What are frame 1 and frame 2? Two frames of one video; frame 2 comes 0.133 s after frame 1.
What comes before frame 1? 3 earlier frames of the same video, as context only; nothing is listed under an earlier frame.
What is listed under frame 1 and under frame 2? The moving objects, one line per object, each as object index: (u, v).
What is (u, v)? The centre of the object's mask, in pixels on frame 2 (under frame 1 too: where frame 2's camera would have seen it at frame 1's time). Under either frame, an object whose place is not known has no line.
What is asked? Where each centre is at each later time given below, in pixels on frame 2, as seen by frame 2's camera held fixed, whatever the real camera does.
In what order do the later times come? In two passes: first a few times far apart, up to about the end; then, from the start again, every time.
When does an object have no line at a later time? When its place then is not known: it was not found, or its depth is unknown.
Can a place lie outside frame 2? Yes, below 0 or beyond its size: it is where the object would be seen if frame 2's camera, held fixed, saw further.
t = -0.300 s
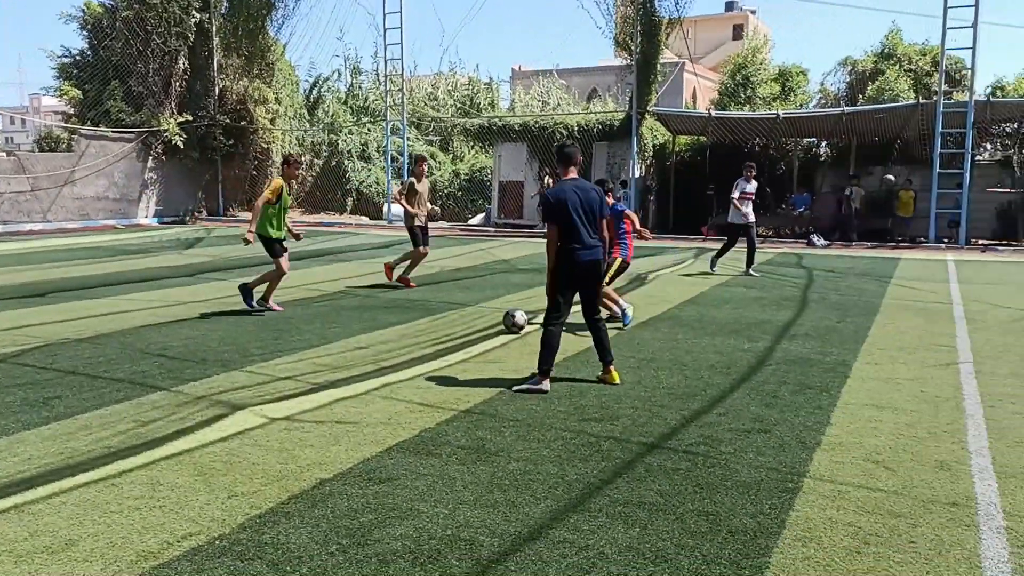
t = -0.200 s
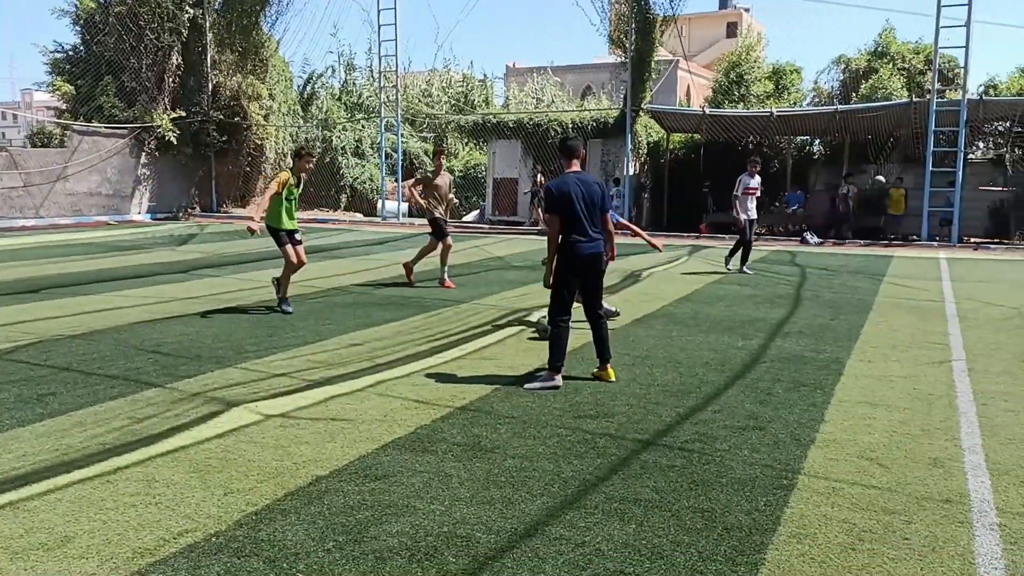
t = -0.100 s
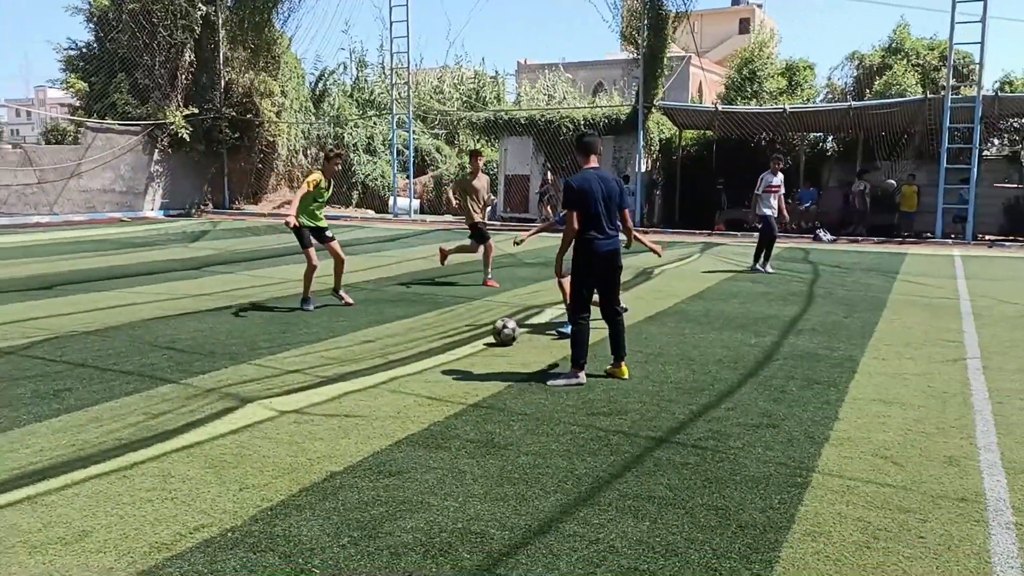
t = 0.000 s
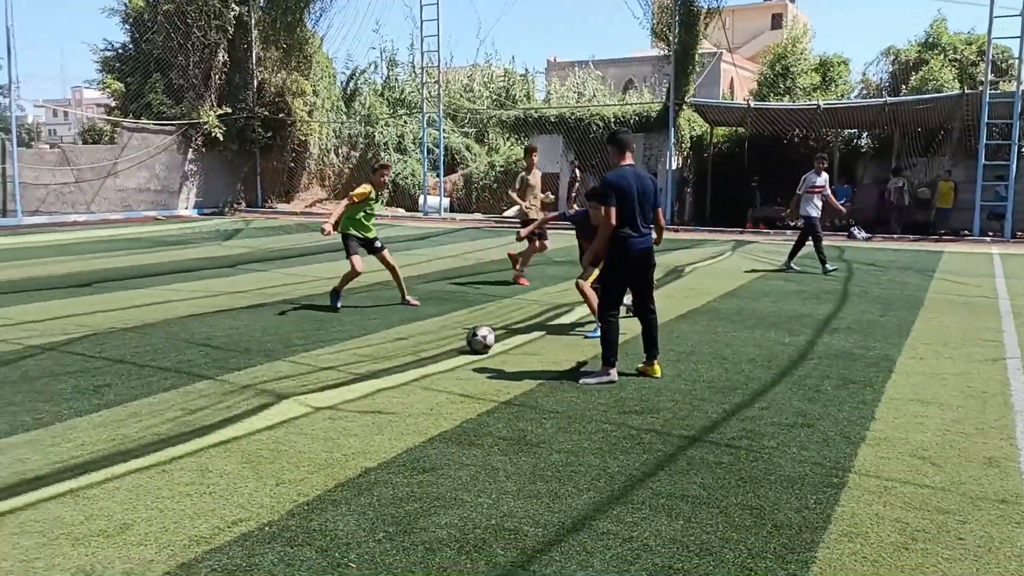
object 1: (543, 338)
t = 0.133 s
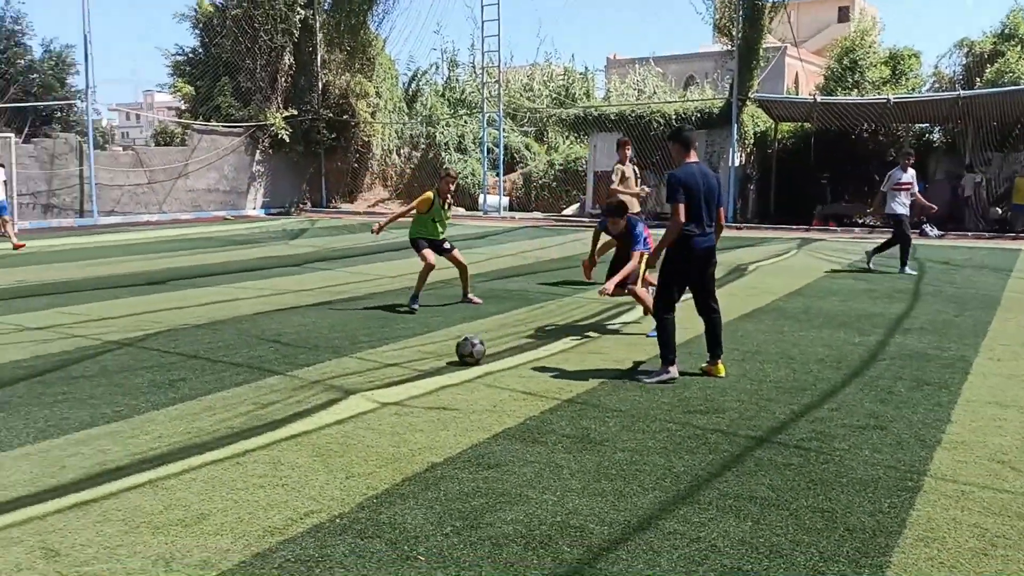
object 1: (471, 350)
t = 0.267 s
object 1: (395, 364)
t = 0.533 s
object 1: (210, 400)
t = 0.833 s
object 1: (-78, 454)
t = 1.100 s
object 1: (-453, 525)
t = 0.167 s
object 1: (452, 353)
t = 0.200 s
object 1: (434, 357)
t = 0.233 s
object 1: (414, 360)
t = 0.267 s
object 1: (395, 364)
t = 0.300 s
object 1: (374, 368)
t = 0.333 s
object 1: (353, 372)
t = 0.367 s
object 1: (332, 376)
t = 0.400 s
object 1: (309, 381)
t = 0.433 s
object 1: (285, 385)
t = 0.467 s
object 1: (261, 389)
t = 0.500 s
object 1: (236, 395)
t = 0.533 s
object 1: (210, 400)
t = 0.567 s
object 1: (183, 405)
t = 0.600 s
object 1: (155, 411)
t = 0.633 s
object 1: (126, 415)
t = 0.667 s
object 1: (96, 421)
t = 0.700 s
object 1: (63, 428)
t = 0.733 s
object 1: (31, 432)
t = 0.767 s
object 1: (-3, 439)
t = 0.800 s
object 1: (-39, 447)
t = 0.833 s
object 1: (-78, 454)
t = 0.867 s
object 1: (-116, 461)
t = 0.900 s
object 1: (-157, 469)
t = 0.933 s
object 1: (-201, 476)
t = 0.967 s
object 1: (-246, 485)
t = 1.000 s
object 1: (-294, 495)
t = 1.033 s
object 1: (-343, 504)
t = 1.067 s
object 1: (-397, 516)
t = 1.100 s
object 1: (-453, 525)
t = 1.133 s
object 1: (-511, 536)
